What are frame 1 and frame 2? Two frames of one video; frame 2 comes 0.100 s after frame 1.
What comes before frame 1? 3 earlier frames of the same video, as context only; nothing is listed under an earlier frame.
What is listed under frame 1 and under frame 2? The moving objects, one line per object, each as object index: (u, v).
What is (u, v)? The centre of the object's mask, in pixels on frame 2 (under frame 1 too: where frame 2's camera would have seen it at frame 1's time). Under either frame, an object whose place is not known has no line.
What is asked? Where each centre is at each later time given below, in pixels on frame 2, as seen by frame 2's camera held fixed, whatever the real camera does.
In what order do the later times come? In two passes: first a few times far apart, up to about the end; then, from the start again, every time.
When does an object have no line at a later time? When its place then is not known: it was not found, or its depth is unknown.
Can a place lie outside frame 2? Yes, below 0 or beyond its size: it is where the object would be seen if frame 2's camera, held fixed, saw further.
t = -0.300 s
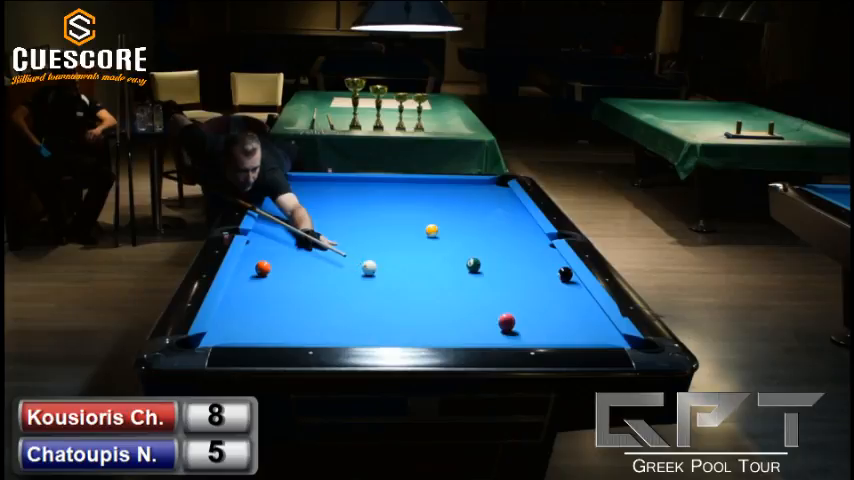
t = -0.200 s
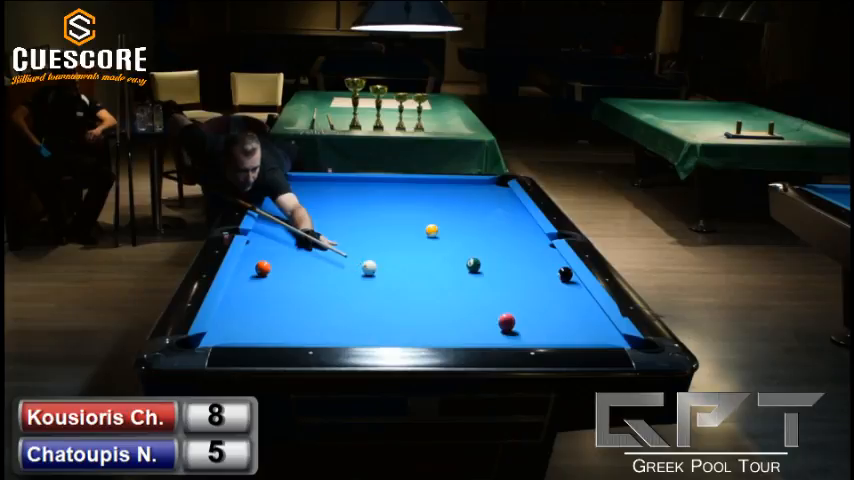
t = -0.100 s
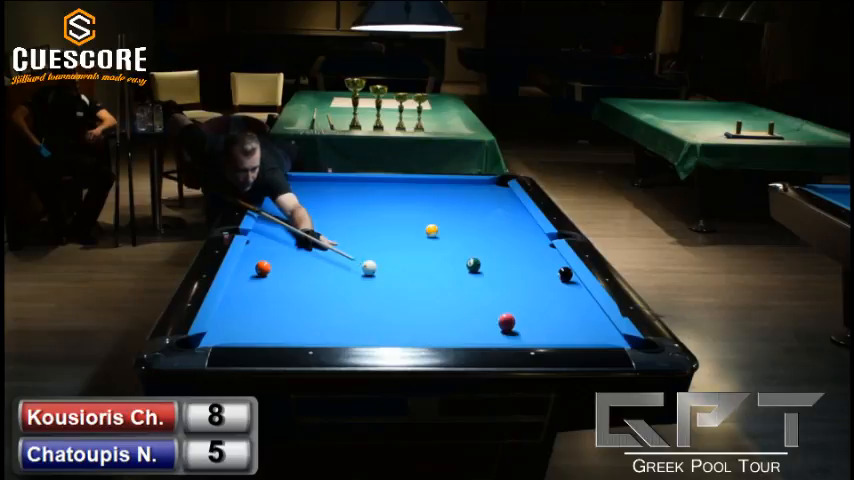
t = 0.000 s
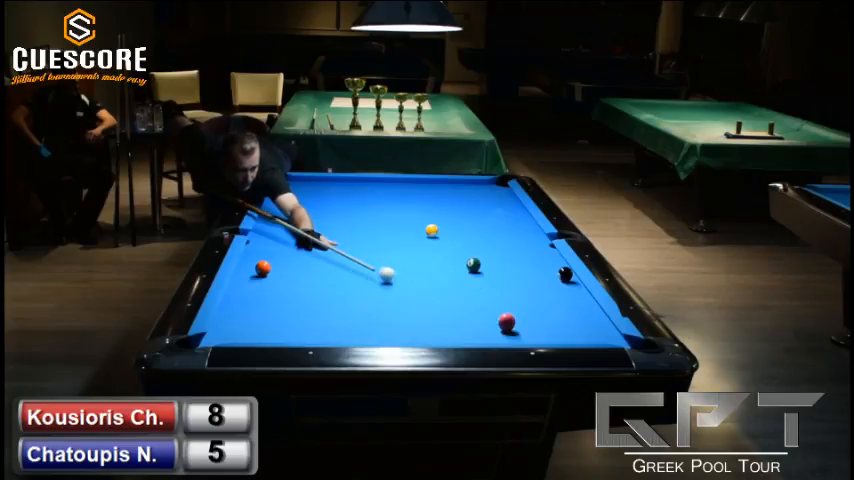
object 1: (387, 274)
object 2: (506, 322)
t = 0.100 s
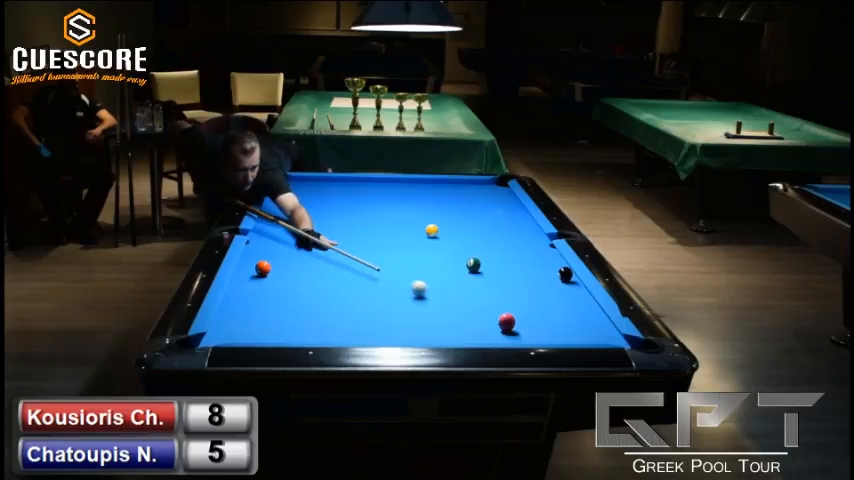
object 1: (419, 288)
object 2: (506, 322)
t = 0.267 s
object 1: (474, 312)
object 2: (506, 322)
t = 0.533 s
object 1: (486, 337)
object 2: (592, 335)
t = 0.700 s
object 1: (474, 334)
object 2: (637, 346)
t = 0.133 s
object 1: (429, 293)
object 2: (506, 322)
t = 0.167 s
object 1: (440, 297)
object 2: (506, 322)
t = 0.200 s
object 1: (451, 302)
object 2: (506, 322)
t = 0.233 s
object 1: (462, 307)
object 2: (506, 322)
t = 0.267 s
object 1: (474, 312)
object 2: (506, 322)
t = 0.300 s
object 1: (486, 317)
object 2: (506, 322)
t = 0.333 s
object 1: (488, 321)
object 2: (517, 323)
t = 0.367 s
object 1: (486, 324)
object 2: (530, 325)
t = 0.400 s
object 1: (485, 327)
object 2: (544, 327)
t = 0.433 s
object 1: (484, 330)
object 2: (557, 330)
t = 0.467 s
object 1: (485, 333)
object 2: (569, 332)
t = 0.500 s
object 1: (485, 335)
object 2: (581, 334)
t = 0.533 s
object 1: (486, 337)
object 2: (592, 335)
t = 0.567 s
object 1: (486, 338)
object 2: (602, 336)
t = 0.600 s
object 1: (483, 336)
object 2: (613, 338)
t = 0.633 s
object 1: (480, 336)
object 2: (624, 339)
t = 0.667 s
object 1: (477, 335)
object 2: (633, 342)
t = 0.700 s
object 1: (474, 334)
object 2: (637, 346)
